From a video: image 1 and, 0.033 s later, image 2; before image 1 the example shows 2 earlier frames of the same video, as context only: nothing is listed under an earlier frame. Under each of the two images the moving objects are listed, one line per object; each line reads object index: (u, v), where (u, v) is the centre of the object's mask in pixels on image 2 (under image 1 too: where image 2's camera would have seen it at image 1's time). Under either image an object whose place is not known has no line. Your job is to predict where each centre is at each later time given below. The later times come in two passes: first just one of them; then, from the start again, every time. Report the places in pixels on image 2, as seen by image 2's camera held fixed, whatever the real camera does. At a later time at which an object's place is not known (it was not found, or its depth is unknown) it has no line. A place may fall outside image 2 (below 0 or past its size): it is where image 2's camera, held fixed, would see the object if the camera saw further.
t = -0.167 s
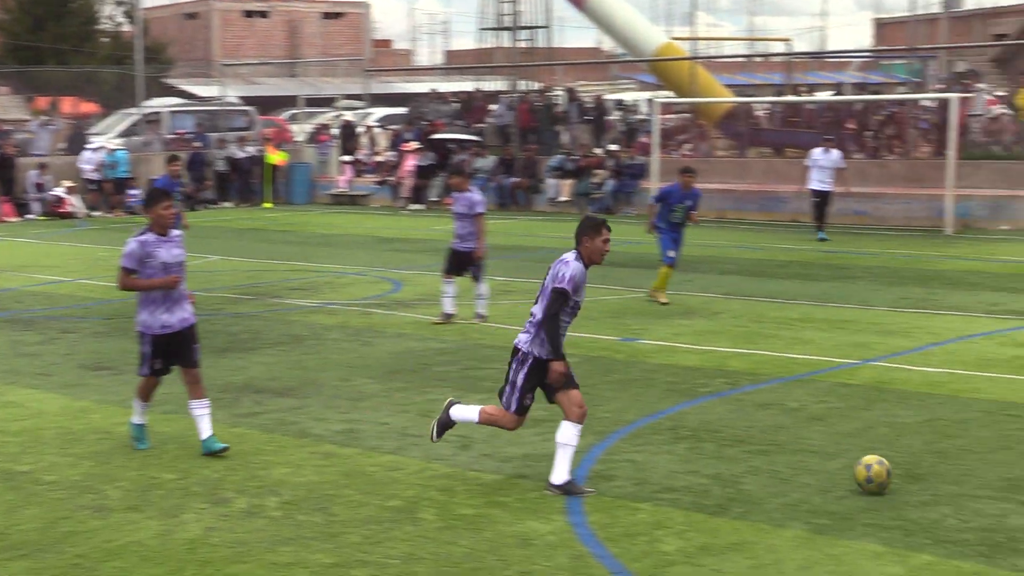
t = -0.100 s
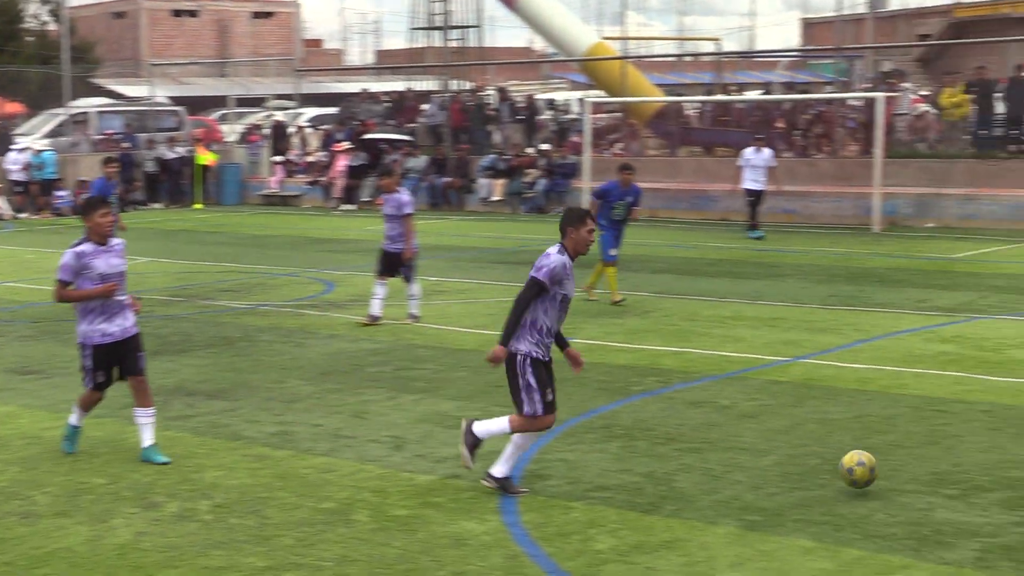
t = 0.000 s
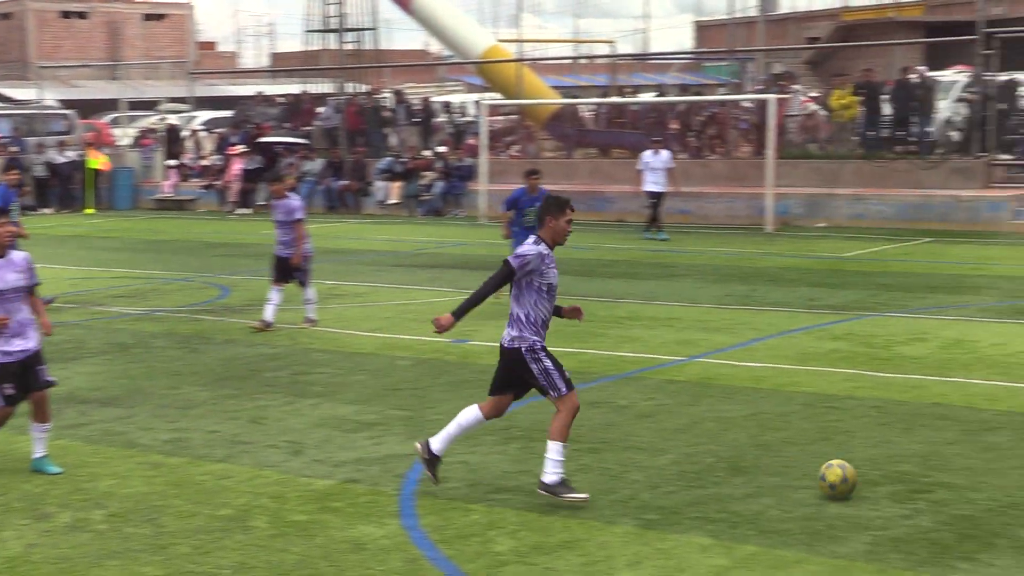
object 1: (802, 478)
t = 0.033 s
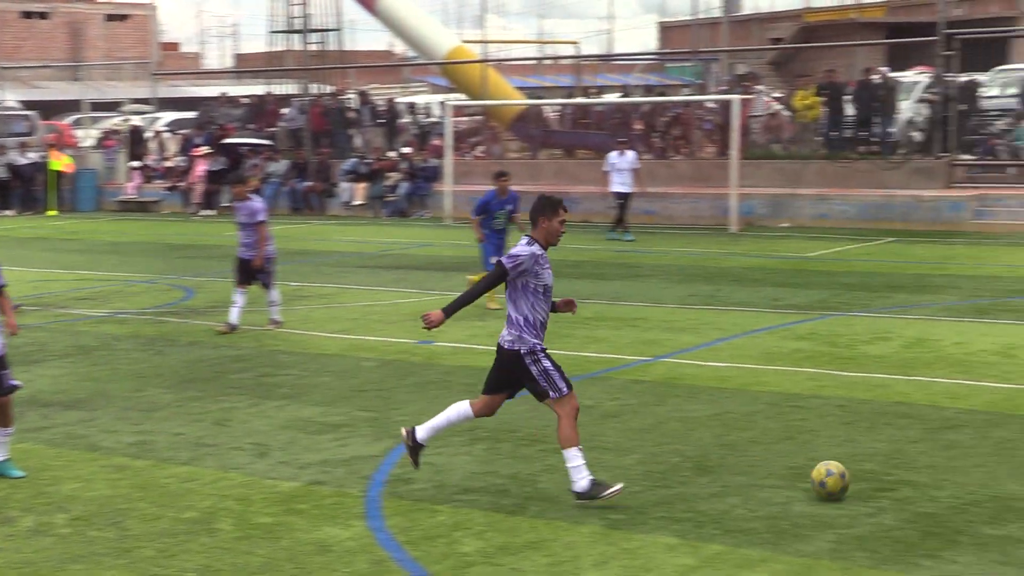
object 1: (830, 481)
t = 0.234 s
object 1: (1014, 498)
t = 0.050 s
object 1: (845, 480)
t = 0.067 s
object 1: (859, 481)
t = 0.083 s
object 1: (874, 482)
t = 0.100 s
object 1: (889, 483)
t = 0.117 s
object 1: (904, 486)
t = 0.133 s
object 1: (919, 489)
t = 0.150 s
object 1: (934, 492)
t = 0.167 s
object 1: (950, 492)
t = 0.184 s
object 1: (965, 493)
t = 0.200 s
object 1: (981, 493)
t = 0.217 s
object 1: (998, 496)
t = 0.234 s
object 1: (1014, 498)
